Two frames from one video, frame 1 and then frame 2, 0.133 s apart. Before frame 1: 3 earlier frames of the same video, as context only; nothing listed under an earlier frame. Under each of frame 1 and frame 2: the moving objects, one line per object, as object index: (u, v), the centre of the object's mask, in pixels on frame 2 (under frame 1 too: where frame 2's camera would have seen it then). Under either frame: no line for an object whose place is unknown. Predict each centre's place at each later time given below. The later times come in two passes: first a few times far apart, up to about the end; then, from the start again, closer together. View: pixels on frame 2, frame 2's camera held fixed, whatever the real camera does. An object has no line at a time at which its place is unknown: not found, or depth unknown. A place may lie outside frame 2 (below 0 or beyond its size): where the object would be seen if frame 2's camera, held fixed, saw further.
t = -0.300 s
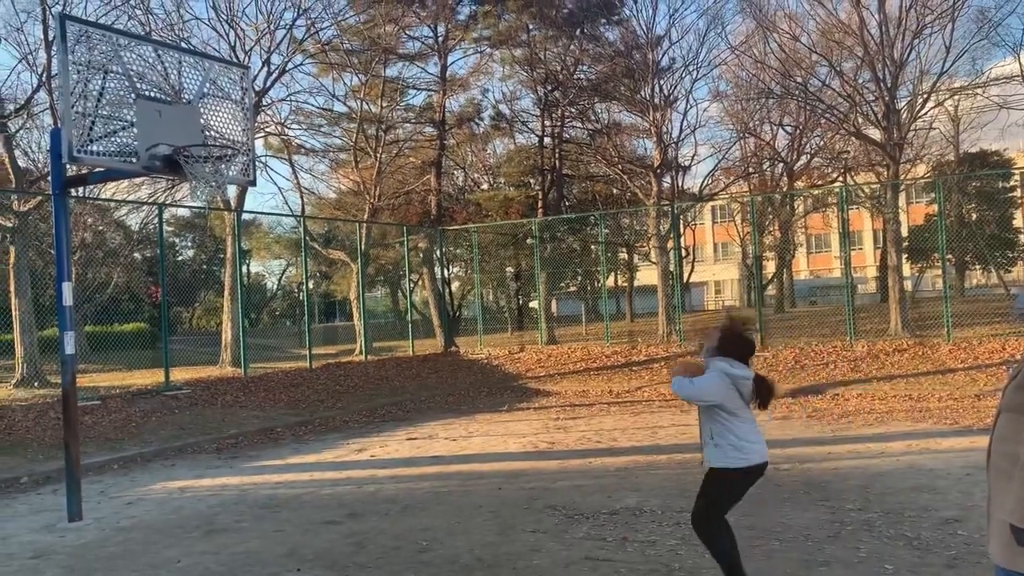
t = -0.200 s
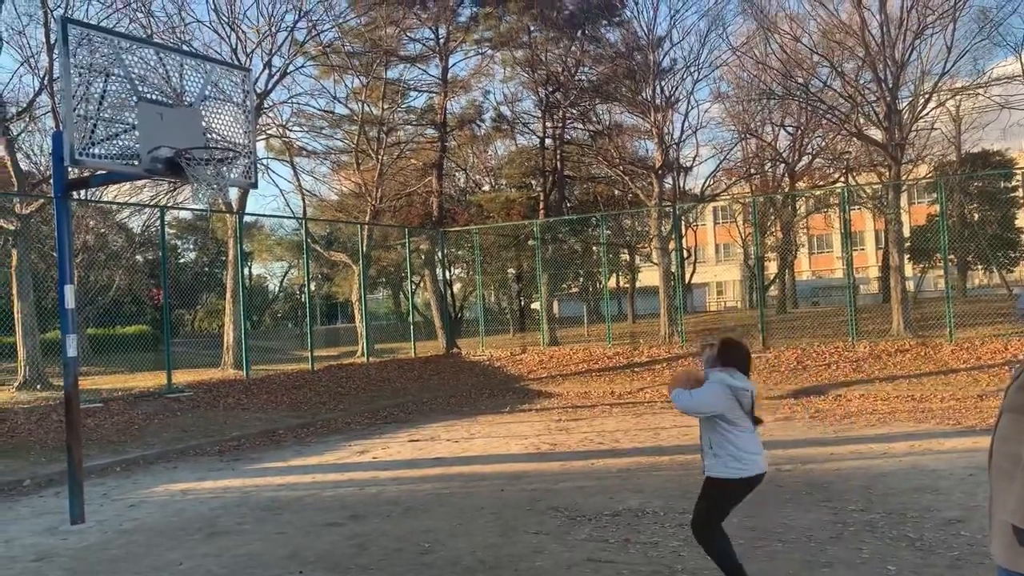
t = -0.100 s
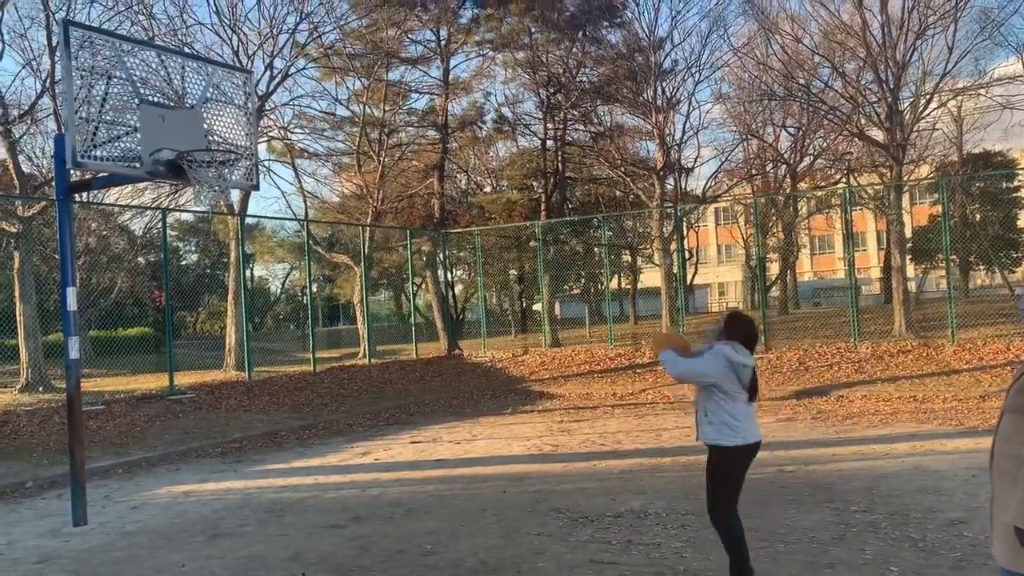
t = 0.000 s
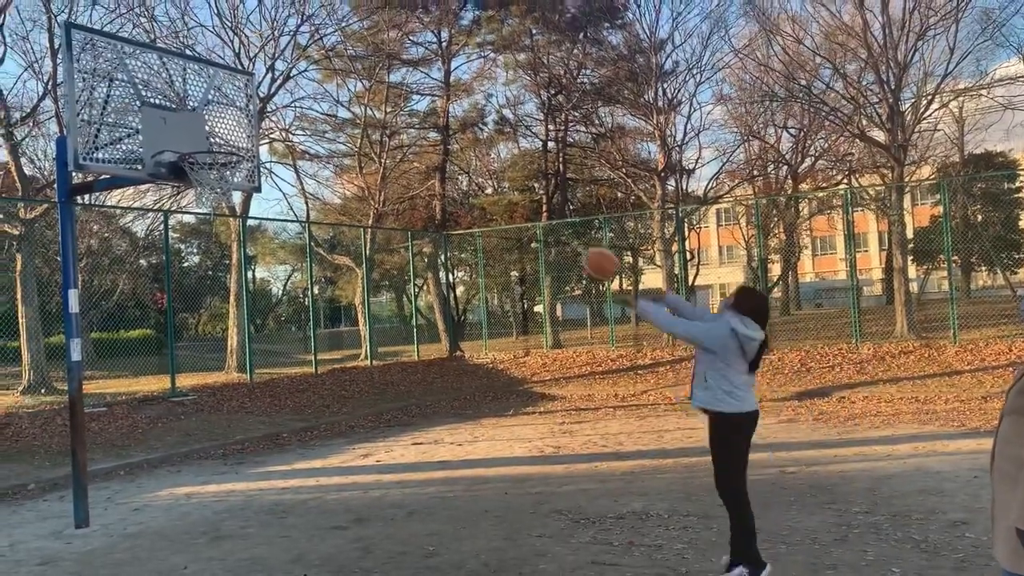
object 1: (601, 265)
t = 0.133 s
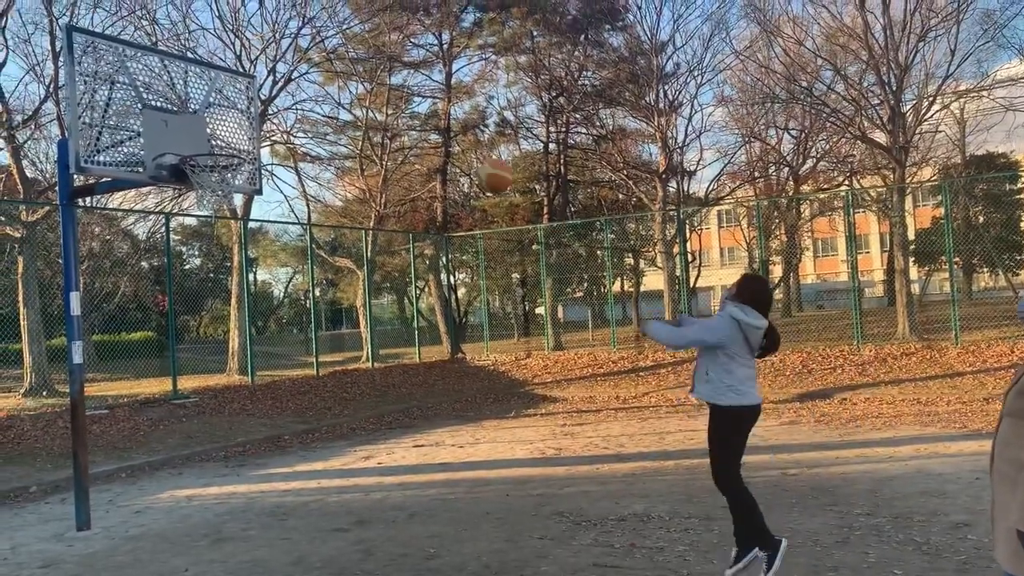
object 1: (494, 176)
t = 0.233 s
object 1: (425, 131)
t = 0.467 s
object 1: (277, 94)
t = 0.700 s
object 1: (156, 134)
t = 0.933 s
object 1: (197, 200)
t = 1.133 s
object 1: (278, 317)
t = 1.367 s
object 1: (391, 555)
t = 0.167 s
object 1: (471, 159)
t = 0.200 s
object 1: (449, 146)
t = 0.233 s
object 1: (425, 131)
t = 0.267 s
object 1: (401, 121)
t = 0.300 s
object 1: (379, 113)
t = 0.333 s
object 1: (357, 104)
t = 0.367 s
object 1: (335, 99)
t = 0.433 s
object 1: (297, 94)
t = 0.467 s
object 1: (277, 94)
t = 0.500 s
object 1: (257, 95)
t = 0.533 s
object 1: (241, 97)
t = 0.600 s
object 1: (204, 109)
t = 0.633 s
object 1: (188, 115)
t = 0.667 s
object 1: (172, 124)
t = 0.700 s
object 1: (156, 134)
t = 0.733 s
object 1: (140, 145)
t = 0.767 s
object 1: (138, 151)
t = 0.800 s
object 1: (150, 159)
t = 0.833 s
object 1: (163, 168)
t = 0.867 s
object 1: (174, 177)
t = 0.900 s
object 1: (185, 187)
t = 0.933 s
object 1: (197, 200)
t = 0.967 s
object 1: (210, 214)
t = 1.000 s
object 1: (223, 232)
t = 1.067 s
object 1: (250, 271)
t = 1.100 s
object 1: (264, 293)
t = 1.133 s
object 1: (278, 317)
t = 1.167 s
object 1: (293, 344)
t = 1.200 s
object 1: (310, 371)
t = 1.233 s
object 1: (326, 403)
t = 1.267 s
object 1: (340, 437)
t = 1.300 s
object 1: (358, 475)
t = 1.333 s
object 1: (375, 513)
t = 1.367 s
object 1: (391, 555)
